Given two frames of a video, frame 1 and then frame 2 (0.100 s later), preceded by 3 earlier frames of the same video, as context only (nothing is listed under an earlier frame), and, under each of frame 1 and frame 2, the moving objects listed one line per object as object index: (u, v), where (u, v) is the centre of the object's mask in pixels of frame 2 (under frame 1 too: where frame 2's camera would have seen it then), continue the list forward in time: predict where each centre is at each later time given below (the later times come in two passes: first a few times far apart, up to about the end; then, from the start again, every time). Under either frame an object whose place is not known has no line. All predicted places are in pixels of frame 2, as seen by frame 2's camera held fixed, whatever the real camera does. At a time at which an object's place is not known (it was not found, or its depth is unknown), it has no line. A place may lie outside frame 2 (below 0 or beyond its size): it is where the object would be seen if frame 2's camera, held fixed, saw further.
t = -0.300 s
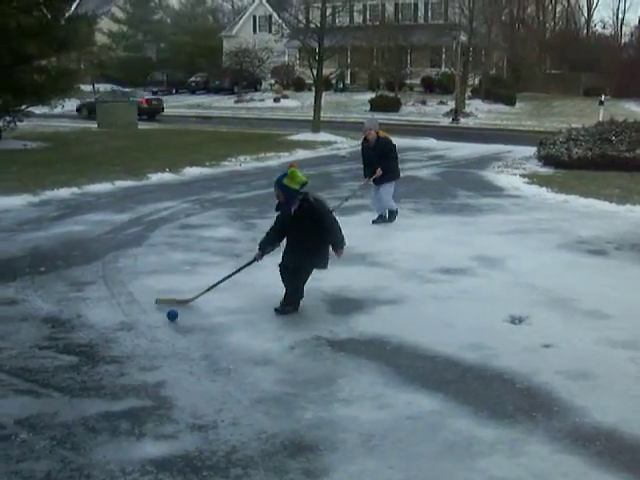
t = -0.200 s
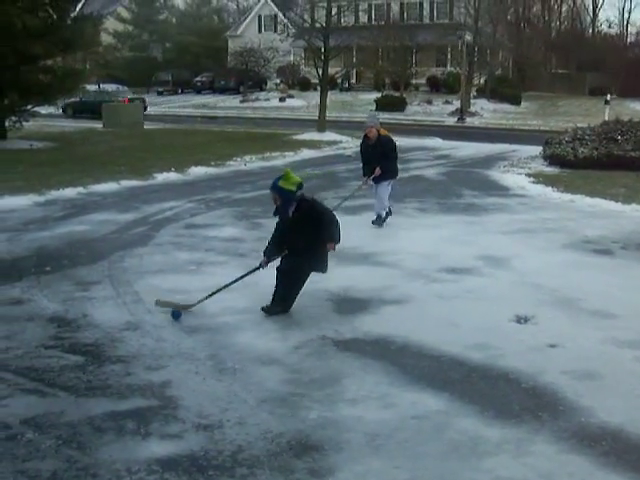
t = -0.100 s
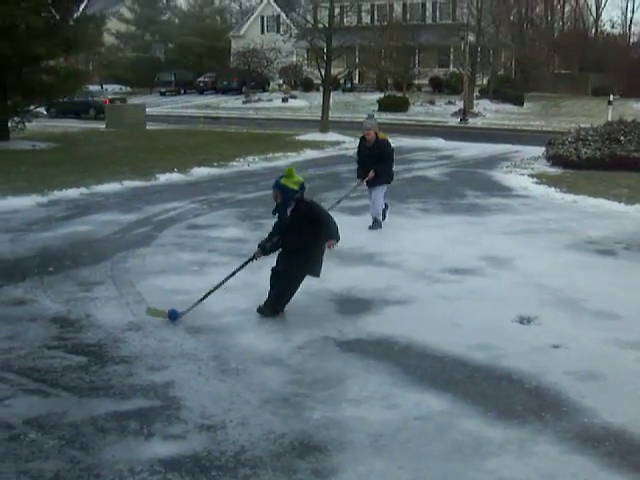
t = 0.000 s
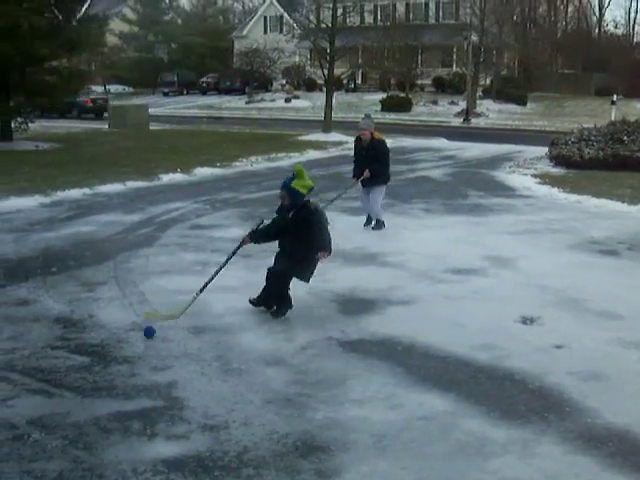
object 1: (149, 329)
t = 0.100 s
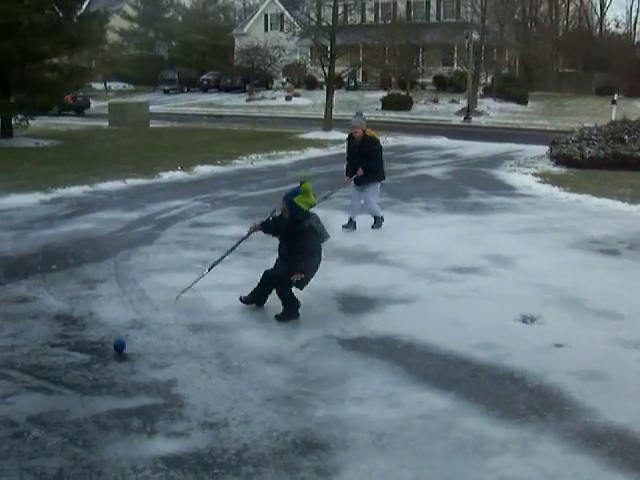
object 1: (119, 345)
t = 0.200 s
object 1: (88, 363)
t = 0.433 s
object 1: (9, 404)
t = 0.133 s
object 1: (109, 352)
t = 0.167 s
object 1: (99, 358)
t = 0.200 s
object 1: (88, 363)
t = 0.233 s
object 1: (77, 370)
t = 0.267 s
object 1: (67, 375)
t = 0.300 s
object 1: (56, 382)
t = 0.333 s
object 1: (44, 388)
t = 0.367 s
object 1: (33, 394)
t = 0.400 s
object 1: (21, 400)
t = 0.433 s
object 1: (9, 404)
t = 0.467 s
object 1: (3, 412)
